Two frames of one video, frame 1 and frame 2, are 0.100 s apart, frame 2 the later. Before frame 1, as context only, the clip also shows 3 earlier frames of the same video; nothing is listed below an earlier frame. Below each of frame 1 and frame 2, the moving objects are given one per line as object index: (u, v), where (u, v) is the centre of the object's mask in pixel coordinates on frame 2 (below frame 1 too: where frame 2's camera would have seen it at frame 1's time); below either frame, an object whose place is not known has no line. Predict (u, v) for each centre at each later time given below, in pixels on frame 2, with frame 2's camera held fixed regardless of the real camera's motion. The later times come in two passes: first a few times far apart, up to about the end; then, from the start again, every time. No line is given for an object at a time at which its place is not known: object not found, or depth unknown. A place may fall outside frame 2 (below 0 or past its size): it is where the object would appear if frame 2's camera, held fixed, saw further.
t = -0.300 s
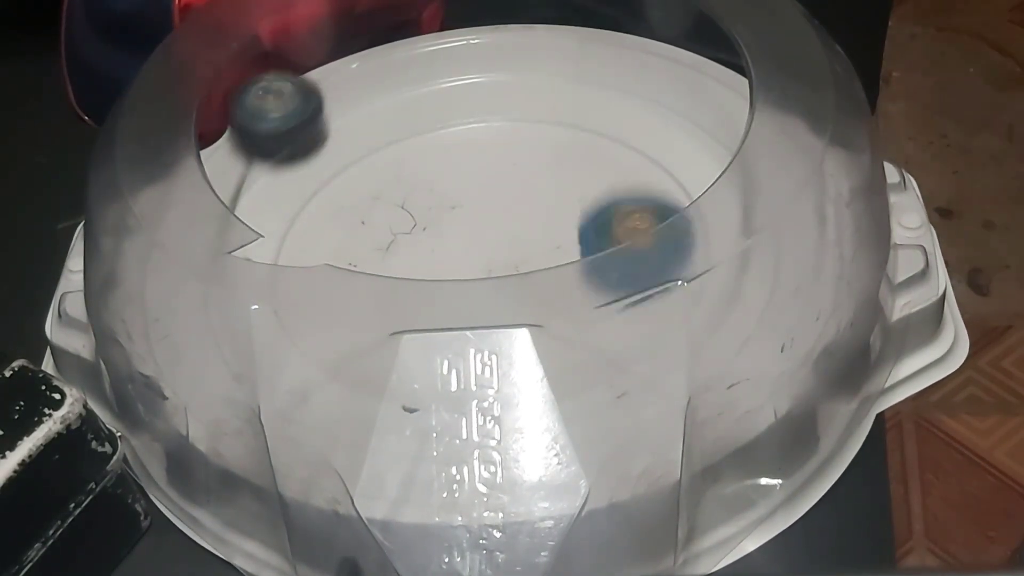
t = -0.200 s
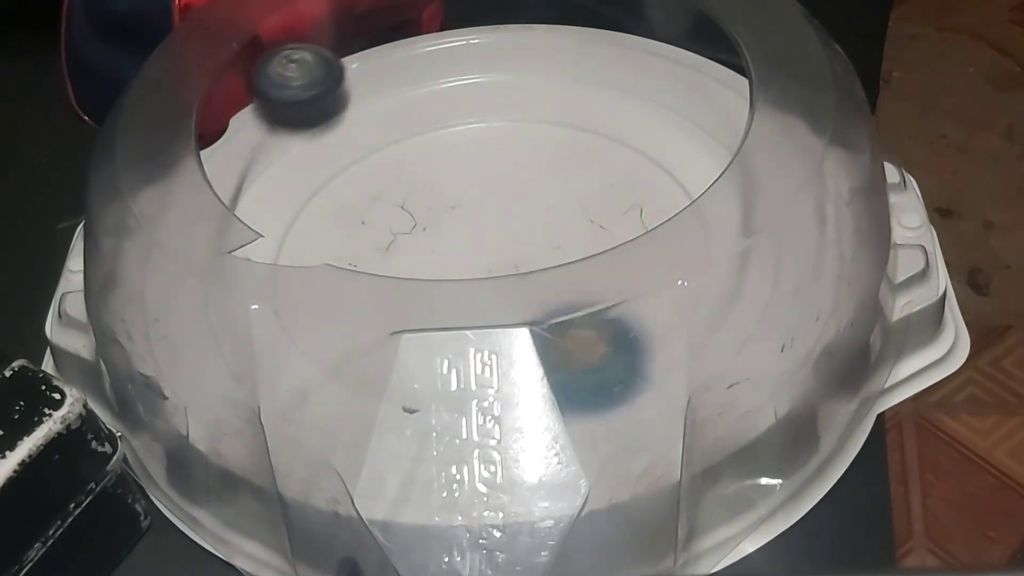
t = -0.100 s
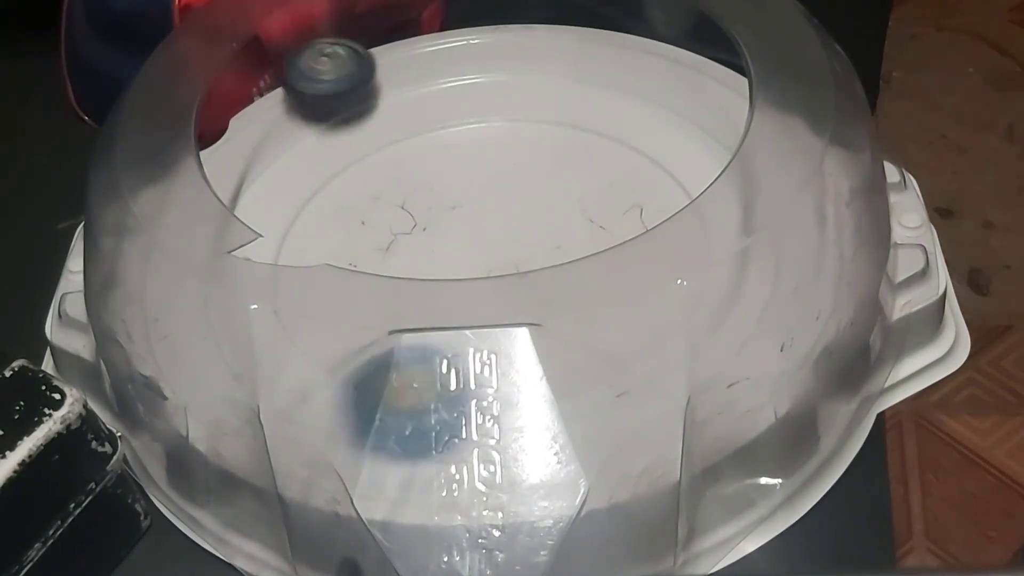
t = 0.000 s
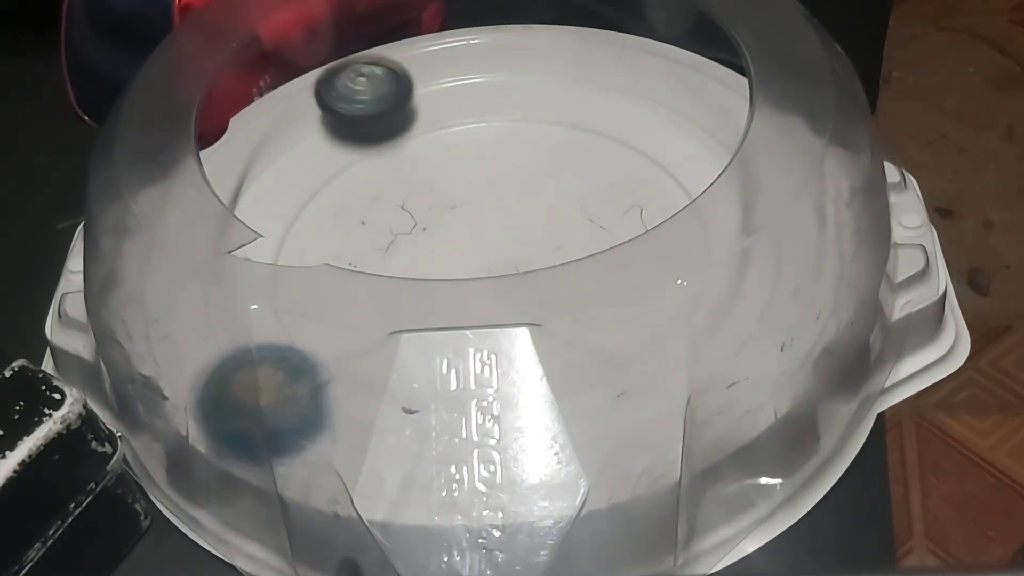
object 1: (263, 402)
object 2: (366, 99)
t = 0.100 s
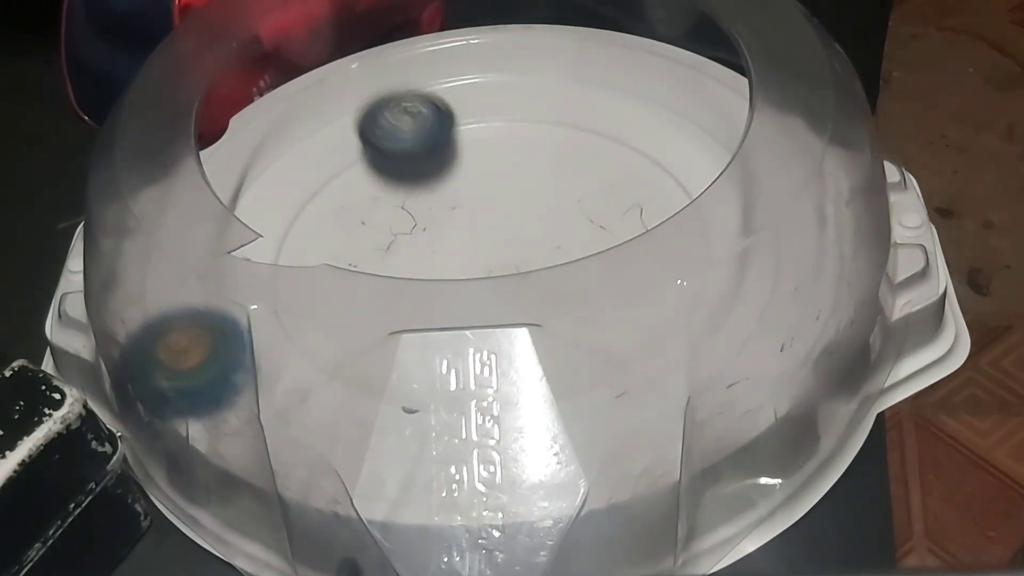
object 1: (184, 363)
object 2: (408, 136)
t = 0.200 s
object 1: (179, 311)
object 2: (488, 198)
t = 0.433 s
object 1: (188, 250)
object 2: (564, 327)
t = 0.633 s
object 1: (268, 196)
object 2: (395, 338)
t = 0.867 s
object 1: (345, 175)
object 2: (422, 242)
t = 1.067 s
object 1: (582, 156)
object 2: (575, 231)
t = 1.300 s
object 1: (777, 280)
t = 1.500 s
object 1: (749, 348)
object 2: (455, 303)
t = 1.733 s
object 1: (636, 373)
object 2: (486, 217)
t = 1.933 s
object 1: (571, 361)
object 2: (595, 213)
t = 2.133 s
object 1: (383, 268)
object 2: (580, 296)
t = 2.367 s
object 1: (492, 110)
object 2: (433, 252)
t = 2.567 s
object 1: (694, 214)
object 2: (481, 194)
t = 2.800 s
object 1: (415, 436)
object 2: (553, 231)
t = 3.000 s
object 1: (371, 355)
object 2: (481, 282)
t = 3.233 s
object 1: (375, 240)
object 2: (486, 197)
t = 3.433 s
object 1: (436, 178)
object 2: (621, 177)
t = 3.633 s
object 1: (553, 220)
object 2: (735, 259)
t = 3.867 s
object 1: (428, 352)
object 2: (740, 351)
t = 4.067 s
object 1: (288, 280)
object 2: (698, 352)
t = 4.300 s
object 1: (515, 156)
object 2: (653, 314)
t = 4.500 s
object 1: (685, 260)
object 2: (542, 277)
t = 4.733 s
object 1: (378, 366)
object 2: (495, 228)
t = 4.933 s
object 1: (325, 197)
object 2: (503, 225)
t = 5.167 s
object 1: (601, 134)
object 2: (512, 229)
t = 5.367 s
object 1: (659, 306)
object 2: (494, 235)
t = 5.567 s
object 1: (382, 367)
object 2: (459, 243)
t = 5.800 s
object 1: (337, 179)
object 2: (445, 251)
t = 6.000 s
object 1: (568, 126)
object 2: (470, 257)
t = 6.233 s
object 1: (660, 303)
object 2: (476, 263)
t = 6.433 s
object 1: (396, 374)
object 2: (493, 266)
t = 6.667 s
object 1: (321, 196)
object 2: (526, 247)
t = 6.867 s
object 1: (534, 121)
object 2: (506, 242)
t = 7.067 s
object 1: (686, 237)
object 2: (528, 238)
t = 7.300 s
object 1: (437, 381)
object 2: (522, 227)
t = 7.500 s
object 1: (292, 268)
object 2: (475, 242)
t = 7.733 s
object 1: (469, 128)
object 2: (498, 249)
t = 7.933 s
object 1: (664, 180)
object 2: (469, 239)
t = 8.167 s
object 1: (576, 360)
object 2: (451, 254)
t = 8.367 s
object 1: (314, 322)
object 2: (493, 263)
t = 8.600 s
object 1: (381, 154)
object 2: (487, 249)
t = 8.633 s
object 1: (398, 147)
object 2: (484, 249)
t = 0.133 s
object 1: (183, 341)
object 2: (430, 155)
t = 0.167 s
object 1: (180, 325)
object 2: (457, 175)
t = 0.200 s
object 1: (179, 311)
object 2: (488, 198)
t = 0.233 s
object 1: (178, 299)
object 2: (517, 220)
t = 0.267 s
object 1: (179, 290)
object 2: (541, 234)
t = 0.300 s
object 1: (181, 281)
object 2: (560, 264)
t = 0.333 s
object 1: (184, 273)
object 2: (571, 283)
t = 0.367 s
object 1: (186, 266)
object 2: (574, 299)
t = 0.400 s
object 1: (190, 260)
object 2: (571, 316)
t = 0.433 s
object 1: (188, 250)
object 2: (564, 327)
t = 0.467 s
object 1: (245, 223)
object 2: (551, 333)
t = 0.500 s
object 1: (249, 222)
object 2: (532, 333)
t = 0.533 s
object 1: (255, 216)
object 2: (459, 349)
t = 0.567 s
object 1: (259, 209)
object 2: (438, 351)
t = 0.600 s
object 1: (264, 199)
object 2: (416, 346)
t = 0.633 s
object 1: (268, 196)
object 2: (395, 338)
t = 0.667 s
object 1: (273, 194)
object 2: (374, 325)
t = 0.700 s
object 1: (278, 192)
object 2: (358, 303)
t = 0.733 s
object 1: (288, 195)
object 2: (352, 290)
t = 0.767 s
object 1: (298, 193)
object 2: (358, 252)
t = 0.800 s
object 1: (308, 186)
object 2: (372, 247)
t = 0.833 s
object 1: (325, 179)
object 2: (395, 245)
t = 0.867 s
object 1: (345, 175)
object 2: (422, 242)
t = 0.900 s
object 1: (373, 171)
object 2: (451, 238)
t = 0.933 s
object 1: (406, 167)
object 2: (480, 234)
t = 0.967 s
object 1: (444, 162)
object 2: (509, 232)
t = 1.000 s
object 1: (487, 158)
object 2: (534, 231)
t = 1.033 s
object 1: (533, 155)
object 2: (556, 229)
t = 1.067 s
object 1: (582, 156)
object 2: (575, 231)
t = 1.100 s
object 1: (629, 160)
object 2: (595, 253)
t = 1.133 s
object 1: (668, 169)
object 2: (608, 267)
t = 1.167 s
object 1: (702, 190)
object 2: (616, 280)
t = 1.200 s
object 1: (730, 216)
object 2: (619, 292)
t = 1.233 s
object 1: (757, 239)
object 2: (617, 303)
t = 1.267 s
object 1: (771, 257)
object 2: (605, 314)
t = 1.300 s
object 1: (777, 280)
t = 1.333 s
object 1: (777, 299)
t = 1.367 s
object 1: (776, 312)
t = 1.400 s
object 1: (773, 324)
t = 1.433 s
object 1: (768, 334)
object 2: (498, 320)
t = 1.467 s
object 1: (759, 342)
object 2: (467, 317)
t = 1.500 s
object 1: (749, 348)
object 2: (455, 303)
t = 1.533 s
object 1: (736, 353)
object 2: (441, 296)
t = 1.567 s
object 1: (725, 358)
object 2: (436, 287)
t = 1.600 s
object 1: (711, 363)
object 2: (436, 256)
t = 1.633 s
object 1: (697, 367)
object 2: (442, 249)
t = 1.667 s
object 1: (680, 371)
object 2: (453, 239)
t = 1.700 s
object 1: (658, 375)
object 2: (468, 228)
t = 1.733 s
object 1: (636, 373)
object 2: (486, 217)
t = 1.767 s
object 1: (618, 374)
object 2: (507, 208)
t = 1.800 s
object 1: (606, 373)
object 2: (527, 202)
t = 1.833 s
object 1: (597, 370)
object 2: (547, 200)
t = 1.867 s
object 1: (590, 368)
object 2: (566, 203)
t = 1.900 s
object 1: (581, 364)
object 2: (583, 208)
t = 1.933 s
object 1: (571, 361)
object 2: (595, 213)
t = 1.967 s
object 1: (552, 348)
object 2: (604, 219)
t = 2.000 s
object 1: (502, 329)
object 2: (613, 244)
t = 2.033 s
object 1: (457, 327)
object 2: (614, 261)
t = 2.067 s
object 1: (433, 308)
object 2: (608, 275)
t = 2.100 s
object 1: (406, 293)
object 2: (597, 287)
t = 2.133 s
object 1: (383, 268)
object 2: (580, 296)
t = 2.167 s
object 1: (370, 233)
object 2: (558, 301)
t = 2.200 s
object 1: (368, 199)
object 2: (533, 302)
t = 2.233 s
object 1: (376, 165)
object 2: (503, 295)
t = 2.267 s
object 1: (393, 137)
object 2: (478, 291)
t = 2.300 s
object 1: (422, 122)
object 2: (458, 287)
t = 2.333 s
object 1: (455, 112)
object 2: (442, 280)
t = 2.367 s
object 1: (492, 110)
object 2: (433, 252)
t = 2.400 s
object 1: (531, 110)
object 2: (429, 245)
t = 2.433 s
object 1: (571, 116)
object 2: (431, 236)
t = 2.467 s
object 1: (610, 129)
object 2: (438, 224)
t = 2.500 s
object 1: (647, 148)
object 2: (449, 211)
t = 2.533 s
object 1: (670, 173)
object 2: (463, 201)
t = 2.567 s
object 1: (694, 214)
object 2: (481, 194)
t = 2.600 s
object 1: (694, 255)
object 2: (499, 190)
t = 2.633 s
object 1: (679, 298)
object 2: (516, 190)
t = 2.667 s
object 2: (531, 194)
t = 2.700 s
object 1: (592, 367)
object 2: (543, 202)
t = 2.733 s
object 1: (568, 384)
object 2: (552, 214)
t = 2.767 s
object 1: (450, 425)
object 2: (555, 224)
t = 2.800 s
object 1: (415, 436)
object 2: (553, 231)
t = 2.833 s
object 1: (370, 445)
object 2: (547, 239)
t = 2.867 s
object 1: (328, 446)
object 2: (541, 263)
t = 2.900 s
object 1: (336, 423)
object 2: (529, 272)
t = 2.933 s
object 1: (348, 398)
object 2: (515, 277)
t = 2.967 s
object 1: (360, 375)
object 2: (498, 281)
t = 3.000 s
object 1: (371, 355)
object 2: (481, 282)
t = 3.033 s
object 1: (379, 340)
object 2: (468, 281)
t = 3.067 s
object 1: (377, 331)
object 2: (465, 251)
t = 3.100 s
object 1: (372, 319)
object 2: (470, 240)
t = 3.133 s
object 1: (366, 304)
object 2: (475, 226)
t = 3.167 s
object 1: (365, 291)
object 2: (479, 212)
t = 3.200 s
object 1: (368, 270)
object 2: (482, 202)
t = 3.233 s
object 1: (375, 240)
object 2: (486, 197)
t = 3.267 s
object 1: (383, 223)
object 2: (496, 193)
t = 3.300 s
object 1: (378, 209)
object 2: (531, 181)
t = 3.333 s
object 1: (381, 198)
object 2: (562, 173)
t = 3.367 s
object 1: (392, 188)
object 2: (588, 169)
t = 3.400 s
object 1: (410, 182)
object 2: (607, 171)
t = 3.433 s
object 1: (436, 178)
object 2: (621, 177)
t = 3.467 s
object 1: (469, 177)
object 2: (630, 187)
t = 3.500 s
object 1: (506, 180)
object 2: (632, 197)
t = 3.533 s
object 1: (541, 187)
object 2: (632, 205)
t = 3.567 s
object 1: (553, 199)
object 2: (669, 226)
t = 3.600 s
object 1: (553, 213)
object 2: (716, 247)
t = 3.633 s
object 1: (553, 220)
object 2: (735, 259)
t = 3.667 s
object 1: (552, 250)
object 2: (776, 295)
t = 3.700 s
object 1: (551, 263)
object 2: (785, 306)
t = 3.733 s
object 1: (544, 285)
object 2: (796, 320)
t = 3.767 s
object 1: (524, 310)
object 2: (776, 339)
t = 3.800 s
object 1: (513, 313)
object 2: (767, 344)
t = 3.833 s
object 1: (460, 334)
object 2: (751, 352)
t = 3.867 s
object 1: (428, 352)
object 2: (740, 351)
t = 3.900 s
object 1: (396, 357)
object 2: (730, 355)
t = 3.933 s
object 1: (358, 353)
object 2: (723, 358)
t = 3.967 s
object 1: (328, 341)
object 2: (715, 359)
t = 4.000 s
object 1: (302, 322)
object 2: (708, 355)
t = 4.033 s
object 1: (292, 304)
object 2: (703, 352)
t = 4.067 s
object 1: (288, 280)
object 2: (698, 352)
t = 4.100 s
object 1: (296, 253)
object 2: (691, 354)
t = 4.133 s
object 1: (313, 223)
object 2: (683, 350)
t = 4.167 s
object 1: (342, 200)
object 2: (676, 342)
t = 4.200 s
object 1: (380, 179)
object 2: (671, 336)
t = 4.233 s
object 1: (422, 166)
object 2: (665, 329)
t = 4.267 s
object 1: (469, 159)
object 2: (659, 320)
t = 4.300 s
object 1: (515, 156)
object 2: (653, 314)
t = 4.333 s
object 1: (560, 161)
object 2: (641, 310)
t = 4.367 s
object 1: (601, 169)
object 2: (624, 305)
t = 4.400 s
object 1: (637, 185)
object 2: (603, 300)
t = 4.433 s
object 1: (666, 203)
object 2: (579, 292)
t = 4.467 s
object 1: (688, 230)
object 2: (557, 281)
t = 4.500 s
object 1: (685, 260)
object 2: (542, 277)
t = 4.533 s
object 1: (666, 296)
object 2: (526, 252)
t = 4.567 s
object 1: (644, 324)
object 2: (514, 249)
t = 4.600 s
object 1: (597, 353)
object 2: (506, 246)
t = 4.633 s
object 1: (571, 365)
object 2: (500, 241)
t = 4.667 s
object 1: (453, 385)
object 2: (498, 236)
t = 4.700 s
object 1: (427, 380)
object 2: (497, 232)
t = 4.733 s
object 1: (378, 366)
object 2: (495, 228)
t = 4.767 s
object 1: (339, 345)
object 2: (494, 224)
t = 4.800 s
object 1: (310, 318)
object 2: (495, 222)
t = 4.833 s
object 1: (297, 291)
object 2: (495, 222)
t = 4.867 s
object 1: (295, 257)
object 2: (496, 222)
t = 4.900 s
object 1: (304, 225)
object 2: (499, 223)
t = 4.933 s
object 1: (325, 197)
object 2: (503, 225)
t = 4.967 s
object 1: (353, 173)
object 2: (508, 226)
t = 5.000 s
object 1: (390, 152)
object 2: (515, 226)
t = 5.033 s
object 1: (427, 138)
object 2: (520, 226)
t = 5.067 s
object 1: (470, 128)
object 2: (521, 225)
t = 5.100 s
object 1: (515, 125)
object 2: (520, 226)
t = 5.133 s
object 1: (559, 127)
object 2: (516, 227)
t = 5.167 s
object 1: (601, 134)
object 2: (512, 229)
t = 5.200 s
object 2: (509, 230)
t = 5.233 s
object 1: (661, 175)
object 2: (505, 232)
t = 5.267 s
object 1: (680, 203)
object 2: (501, 232)
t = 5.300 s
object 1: (686, 239)
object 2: (499, 234)
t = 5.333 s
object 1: (679, 274)
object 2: (496, 235)
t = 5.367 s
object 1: (659, 306)
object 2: (494, 235)
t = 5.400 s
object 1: (626, 333)
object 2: (490, 235)
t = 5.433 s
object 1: (589, 356)
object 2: (486, 236)
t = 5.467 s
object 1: (566, 363)
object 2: (480, 238)
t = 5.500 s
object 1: (447, 385)
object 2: (473, 240)
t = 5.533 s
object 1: (424, 380)
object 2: (465, 241)
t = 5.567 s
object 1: (382, 367)
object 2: (459, 243)
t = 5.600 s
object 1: (343, 347)
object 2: (452, 245)
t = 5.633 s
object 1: (313, 323)
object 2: (446, 245)
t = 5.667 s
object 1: (298, 297)
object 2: (441, 246)
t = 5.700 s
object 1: (292, 267)
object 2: (439, 248)
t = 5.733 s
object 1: (299, 229)
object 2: (440, 249)
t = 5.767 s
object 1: (313, 204)
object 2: (442, 250)
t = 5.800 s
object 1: (337, 179)
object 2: (445, 251)
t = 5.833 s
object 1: (368, 157)
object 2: (450, 252)
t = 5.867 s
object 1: (404, 140)
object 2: (456, 253)
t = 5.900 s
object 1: (442, 128)
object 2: (461, 255)
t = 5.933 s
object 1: (484, 120)
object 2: (464, 256)
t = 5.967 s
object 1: (527, 118)
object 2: (467, 257)
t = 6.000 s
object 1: (568, 126)
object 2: (470, 257)
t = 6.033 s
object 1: (608, 137)
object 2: (471, 258)
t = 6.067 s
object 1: (639, 156)
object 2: (472, 258)
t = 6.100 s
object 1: (662, 177)
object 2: (473, 259)
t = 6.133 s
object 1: (681, 207)
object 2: (474, 260)
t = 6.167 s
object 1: (685, 240)
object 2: (474, 261)
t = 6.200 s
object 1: (680, 273)
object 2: (475, 262)
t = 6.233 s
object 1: (660, 303)
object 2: (476, 263)
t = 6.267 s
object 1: (631, 329)
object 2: (478, 264)
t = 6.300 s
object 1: (596, 352)
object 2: (480, 265)
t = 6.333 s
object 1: (572, 361)
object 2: (482, 266)
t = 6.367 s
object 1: (549, 358)
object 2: (487, 265)
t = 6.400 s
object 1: (431, 382)
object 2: (490, 266)
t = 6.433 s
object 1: (396, 374)
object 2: (493, 266)
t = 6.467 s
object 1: (353, 355)
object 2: (499, 266)
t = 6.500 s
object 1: (327, 336)
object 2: (503, 264)
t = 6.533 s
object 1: (303, 311)
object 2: (509, 262)
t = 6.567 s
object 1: (293, 282)
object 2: (515, 259)
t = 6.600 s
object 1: (292, 251)
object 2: (520, 255)
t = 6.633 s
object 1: (303, 223)
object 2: (524, 251)
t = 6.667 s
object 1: (321, 196)
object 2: (526, 247)
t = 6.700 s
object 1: (346, 173)
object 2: (526, 244)
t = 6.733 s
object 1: (378, 153)
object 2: (524, 242)
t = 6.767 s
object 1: (414, 137)
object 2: (520, 241)
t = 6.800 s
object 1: (452, 127)
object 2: (515, 241)
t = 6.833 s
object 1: (493, 122)
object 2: (511, 241)
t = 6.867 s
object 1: (534, 121)
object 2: (506, 242)
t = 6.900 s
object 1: (573, 126)
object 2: (503, 244)
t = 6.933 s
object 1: (609, 138)
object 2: (503, 245)
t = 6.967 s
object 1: (641, 157)
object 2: (507, 244)
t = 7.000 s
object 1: (662, 177)
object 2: (514, 242)
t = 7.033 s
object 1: (680, 205)
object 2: (521, 240)
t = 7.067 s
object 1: (686, 237)
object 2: (528, 238)
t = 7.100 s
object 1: (680, 269)
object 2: (534, 236)
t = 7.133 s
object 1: (663, 300)
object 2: (538, 233)
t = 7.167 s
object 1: (638, 326)
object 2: (540, 231)
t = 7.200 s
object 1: (598, 348)
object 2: (540, 230)
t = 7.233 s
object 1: (574, 360)
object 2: (536, 229)
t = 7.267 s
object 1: (554, 357)
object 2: (530, 228)
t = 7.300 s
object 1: (437, 381)
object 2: (522, 227)
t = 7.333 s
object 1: (409, 378)
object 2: (512, 228)
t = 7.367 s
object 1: (372, 362)
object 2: (501, 229)
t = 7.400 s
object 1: (336, 343)
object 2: (492, 232)
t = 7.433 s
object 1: (310, 318)
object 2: (485, 235)
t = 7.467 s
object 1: (297, 294)
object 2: (479, 239)
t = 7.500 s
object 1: (292, 268)
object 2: (475, 242)
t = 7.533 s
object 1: (298, 231)
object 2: (473, 245)
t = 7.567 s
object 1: (310, 209)
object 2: (475, 248)
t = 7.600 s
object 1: (333, 185)
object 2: (479, 250)
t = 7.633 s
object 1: (361, 165)
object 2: (484, 251)
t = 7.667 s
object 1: (393, 148)
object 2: (491, 251)
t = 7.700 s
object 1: (430, 135)
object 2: (496, 250)
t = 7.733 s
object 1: (469, 128)
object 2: (498, 249)
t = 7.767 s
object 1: (507, 126)
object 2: (499, 247)
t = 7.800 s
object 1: (547, 127)
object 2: (496, 245)
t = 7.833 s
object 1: (585, 133)
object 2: (492, 243)
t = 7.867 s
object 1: (617, 144)
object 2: (485, 242)
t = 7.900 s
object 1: (648, 161)
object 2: (477, 240)
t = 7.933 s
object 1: (664, 180)
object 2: (469, 239)
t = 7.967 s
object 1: (682, 209)
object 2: (461, 240)
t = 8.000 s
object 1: (685, 241)
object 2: (454, 241)
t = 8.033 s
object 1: (678, 272)
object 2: (450, 243)
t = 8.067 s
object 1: (661, 300)
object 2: (447, 245)
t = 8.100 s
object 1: (634, 325)
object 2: (447, 248)
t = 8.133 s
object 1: (597, 347)
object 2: (448, 251)
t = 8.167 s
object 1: (576, 360)
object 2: (451, 254)
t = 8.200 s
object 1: (556, 359)
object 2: (456, 257)
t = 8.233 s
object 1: (439, 380)
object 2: (463, 259)
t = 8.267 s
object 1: (413, 377)
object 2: (470, 261)
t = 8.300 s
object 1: (378, 362)
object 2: (478, 262)
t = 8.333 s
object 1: (341, 344)
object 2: (486, 263)
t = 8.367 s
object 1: (314, 322)
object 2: (493, 263)
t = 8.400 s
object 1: (300, 299)
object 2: (498, 262)
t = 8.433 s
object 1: (293, 273)
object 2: (502, 260)
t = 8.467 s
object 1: (298, 235)
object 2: (505, 258)
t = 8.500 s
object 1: (306, 217)
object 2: (504, 255)
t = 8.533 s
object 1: (315, 204)
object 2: (502, 253)
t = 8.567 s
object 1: (351, 171)
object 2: (495, 250)
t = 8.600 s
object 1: (381, 154)
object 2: (487, 249)
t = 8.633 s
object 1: (398, 147)
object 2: (484, 249)
